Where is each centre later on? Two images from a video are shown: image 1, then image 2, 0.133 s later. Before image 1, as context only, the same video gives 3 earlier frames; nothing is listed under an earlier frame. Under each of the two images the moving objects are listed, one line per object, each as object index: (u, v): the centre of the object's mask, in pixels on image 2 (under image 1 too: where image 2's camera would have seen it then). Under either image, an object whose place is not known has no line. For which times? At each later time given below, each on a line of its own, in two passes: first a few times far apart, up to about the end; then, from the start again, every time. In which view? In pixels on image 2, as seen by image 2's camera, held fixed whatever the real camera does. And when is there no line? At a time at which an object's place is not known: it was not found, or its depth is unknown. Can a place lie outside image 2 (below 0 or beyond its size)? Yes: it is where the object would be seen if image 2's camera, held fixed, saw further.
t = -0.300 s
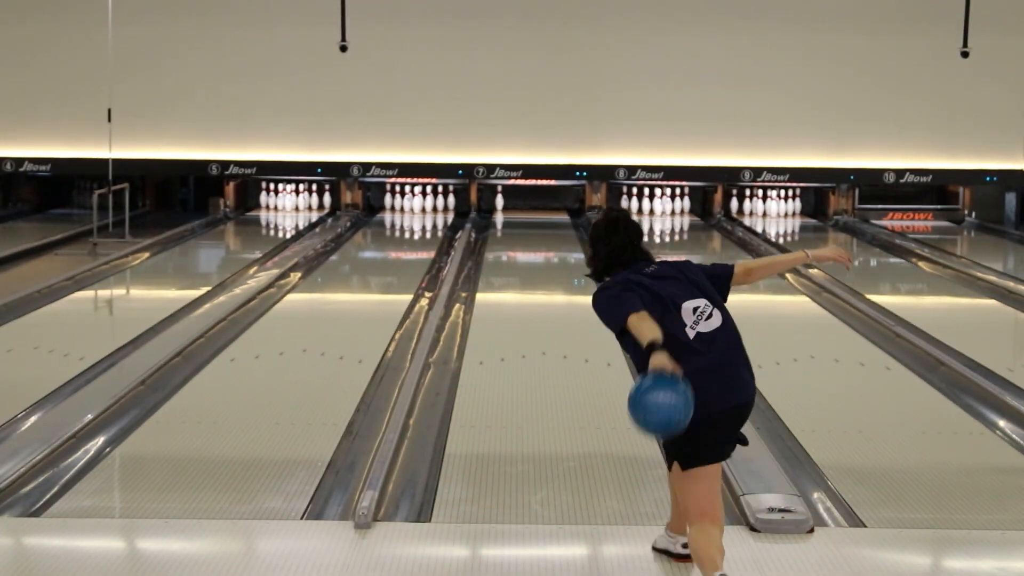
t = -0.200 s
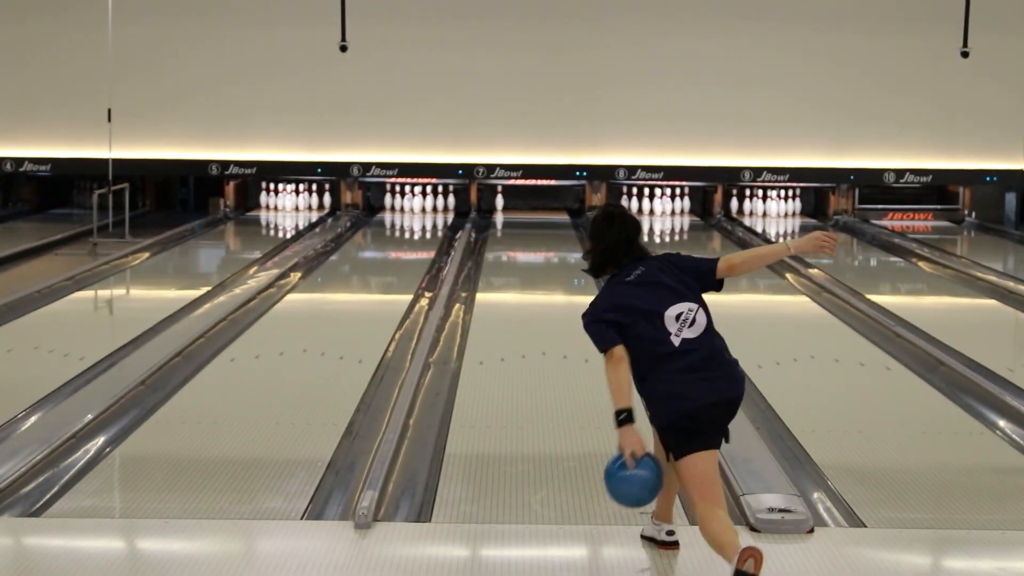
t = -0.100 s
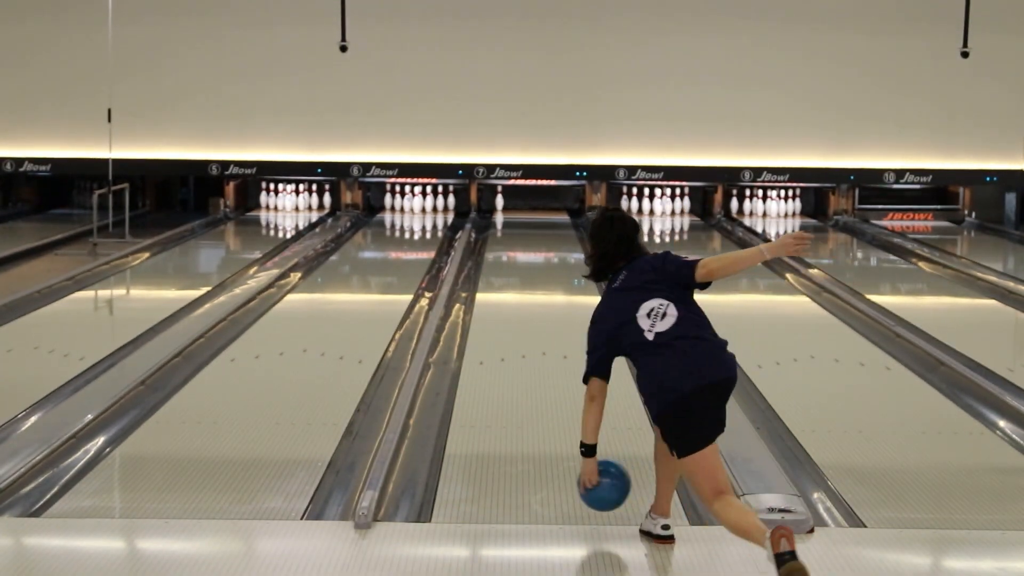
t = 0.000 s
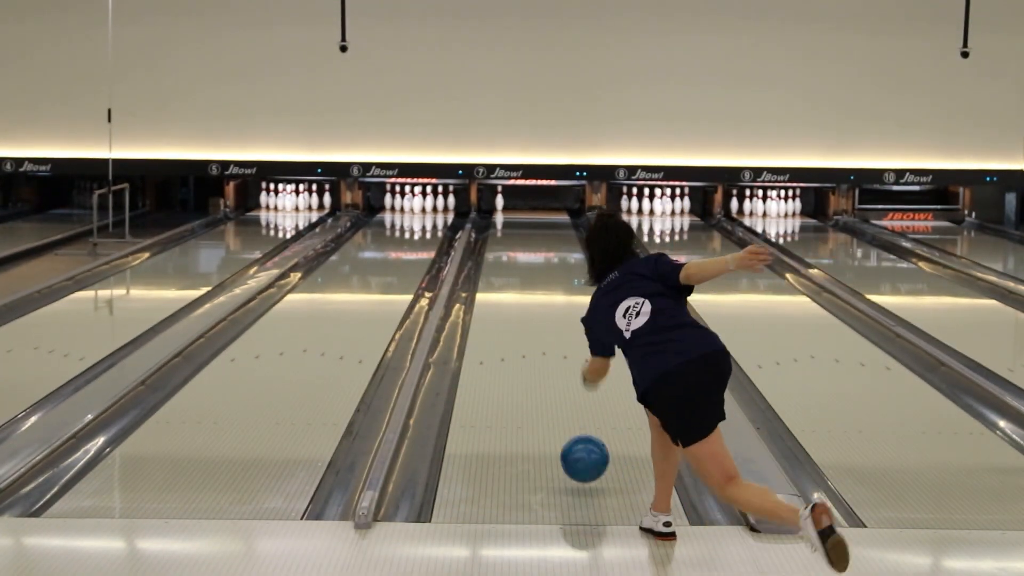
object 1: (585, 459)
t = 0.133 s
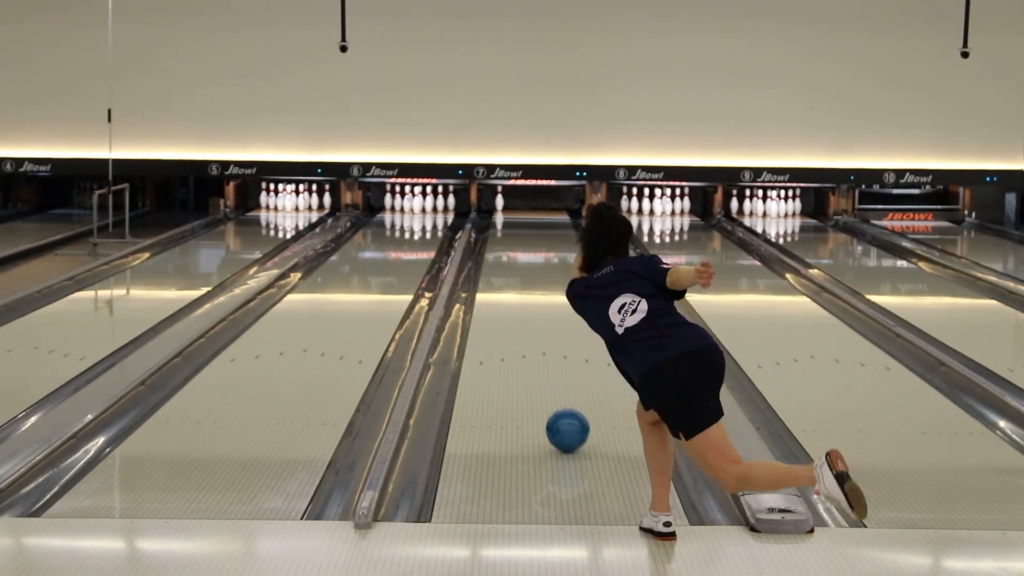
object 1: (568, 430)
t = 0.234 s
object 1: (557, 405)
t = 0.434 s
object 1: (540, 364)
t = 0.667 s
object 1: (525, 329)
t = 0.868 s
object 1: (517, 306)
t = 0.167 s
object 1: (564, 421)
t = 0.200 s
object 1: (560, 413)
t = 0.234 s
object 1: (557, 405)
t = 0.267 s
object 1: (554, 397)
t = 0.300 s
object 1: (551, 390)
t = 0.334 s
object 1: (548, 383)
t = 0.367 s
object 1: (546, 376)
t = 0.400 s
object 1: (543, 370)
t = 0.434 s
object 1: (540, 364)
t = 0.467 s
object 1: (538, 358)
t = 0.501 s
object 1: (536, 352)
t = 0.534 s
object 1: (534, 347)
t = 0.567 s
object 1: (532, 342)
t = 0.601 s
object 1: (530, 338)
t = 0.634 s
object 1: (528, 333)
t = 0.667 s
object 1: (525, 329)
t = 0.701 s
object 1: (525, 325)
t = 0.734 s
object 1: (523, 321)
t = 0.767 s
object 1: (522, 317)
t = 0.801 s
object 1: (520, 313)
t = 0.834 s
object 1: (519, 309)
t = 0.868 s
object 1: (517, 306)
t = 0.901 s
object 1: (516, 302)
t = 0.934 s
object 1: (515, 299)
